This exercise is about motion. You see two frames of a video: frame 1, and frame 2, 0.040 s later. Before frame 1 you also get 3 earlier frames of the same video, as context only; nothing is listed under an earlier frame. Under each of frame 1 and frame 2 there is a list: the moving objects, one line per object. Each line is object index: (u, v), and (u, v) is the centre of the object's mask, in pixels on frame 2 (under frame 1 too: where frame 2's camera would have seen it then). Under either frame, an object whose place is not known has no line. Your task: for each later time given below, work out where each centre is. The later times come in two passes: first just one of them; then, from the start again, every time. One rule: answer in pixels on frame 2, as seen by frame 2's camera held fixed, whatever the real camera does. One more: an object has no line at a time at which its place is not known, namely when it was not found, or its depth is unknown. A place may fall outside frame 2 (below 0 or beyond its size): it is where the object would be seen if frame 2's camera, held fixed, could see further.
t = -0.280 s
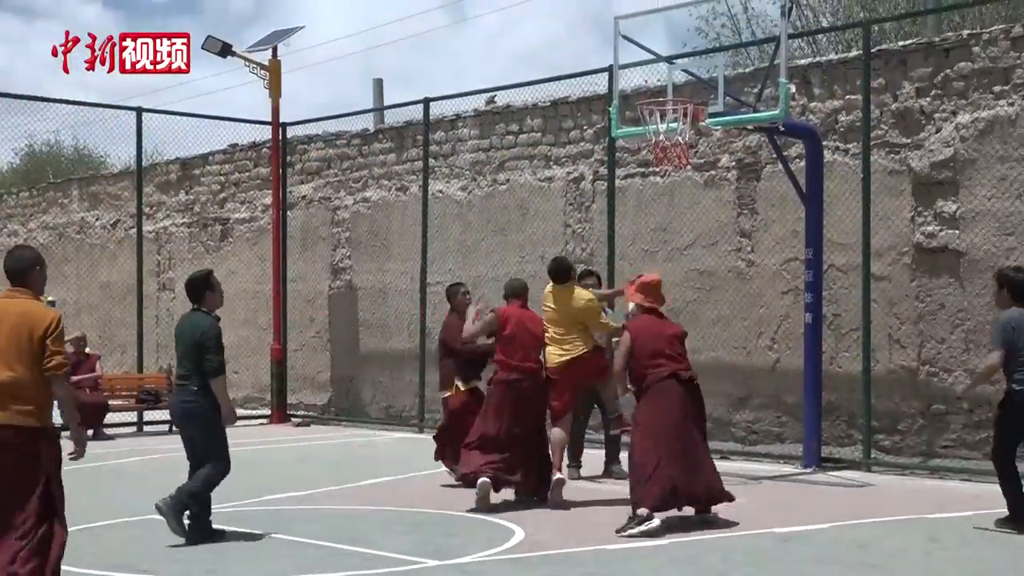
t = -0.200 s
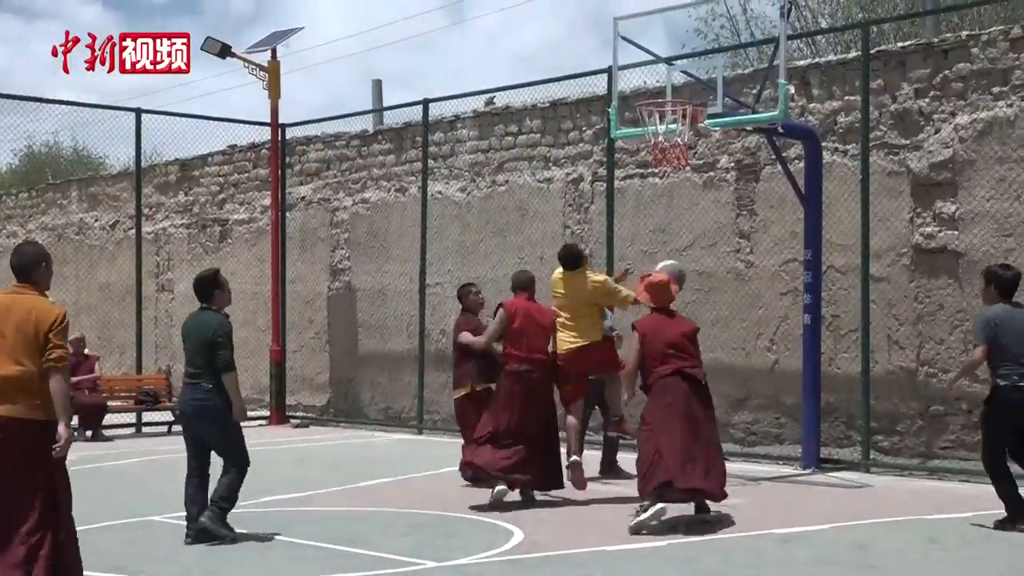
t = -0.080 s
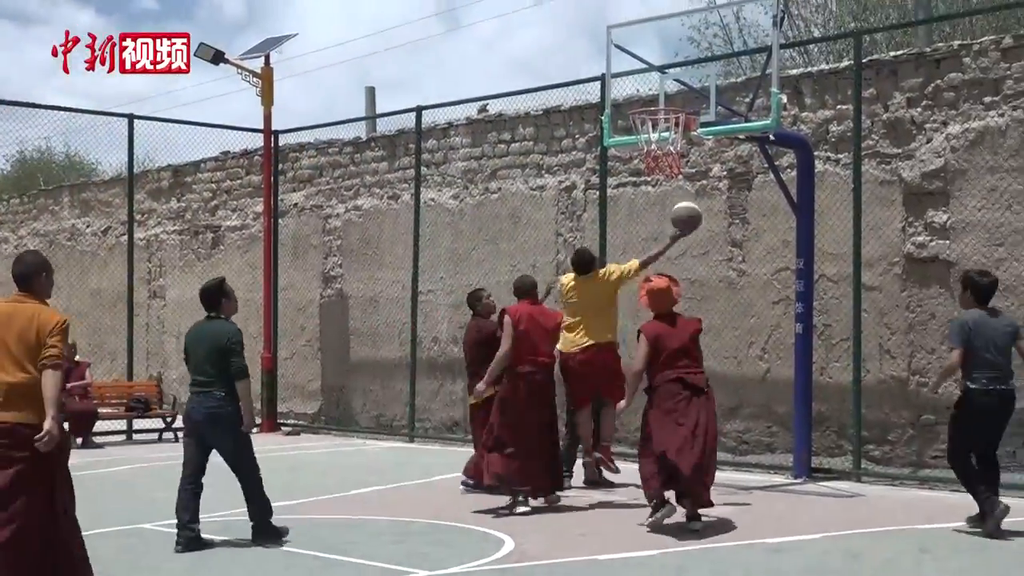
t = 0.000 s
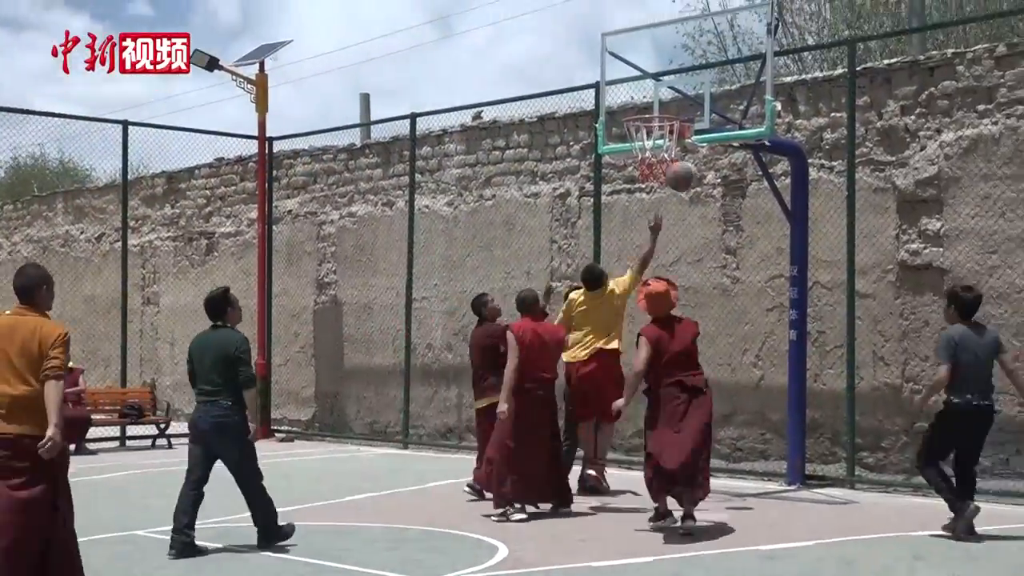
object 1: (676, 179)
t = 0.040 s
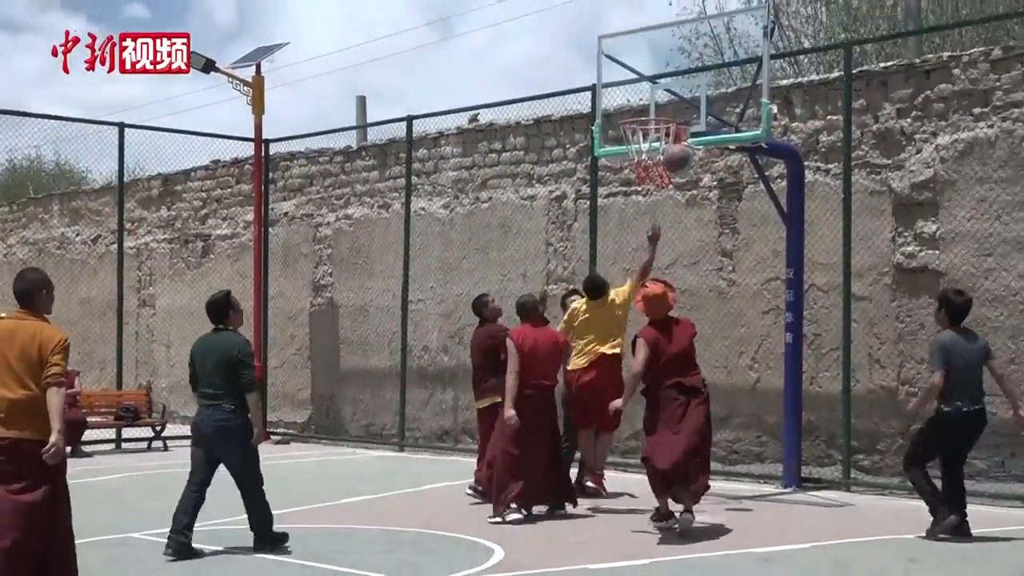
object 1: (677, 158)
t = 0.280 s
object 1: (679, 82)
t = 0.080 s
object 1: (678, 137)
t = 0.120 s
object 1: (678, 123)
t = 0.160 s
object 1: (679, 111)
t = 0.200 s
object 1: (680, 98)
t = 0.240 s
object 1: (679, 89)
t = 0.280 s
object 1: (679, 82)
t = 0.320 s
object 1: (679, 76)
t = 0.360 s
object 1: (679, 73)
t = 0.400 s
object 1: (679, 71)
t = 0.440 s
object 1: (680, 71)
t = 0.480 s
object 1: (675, 70)
